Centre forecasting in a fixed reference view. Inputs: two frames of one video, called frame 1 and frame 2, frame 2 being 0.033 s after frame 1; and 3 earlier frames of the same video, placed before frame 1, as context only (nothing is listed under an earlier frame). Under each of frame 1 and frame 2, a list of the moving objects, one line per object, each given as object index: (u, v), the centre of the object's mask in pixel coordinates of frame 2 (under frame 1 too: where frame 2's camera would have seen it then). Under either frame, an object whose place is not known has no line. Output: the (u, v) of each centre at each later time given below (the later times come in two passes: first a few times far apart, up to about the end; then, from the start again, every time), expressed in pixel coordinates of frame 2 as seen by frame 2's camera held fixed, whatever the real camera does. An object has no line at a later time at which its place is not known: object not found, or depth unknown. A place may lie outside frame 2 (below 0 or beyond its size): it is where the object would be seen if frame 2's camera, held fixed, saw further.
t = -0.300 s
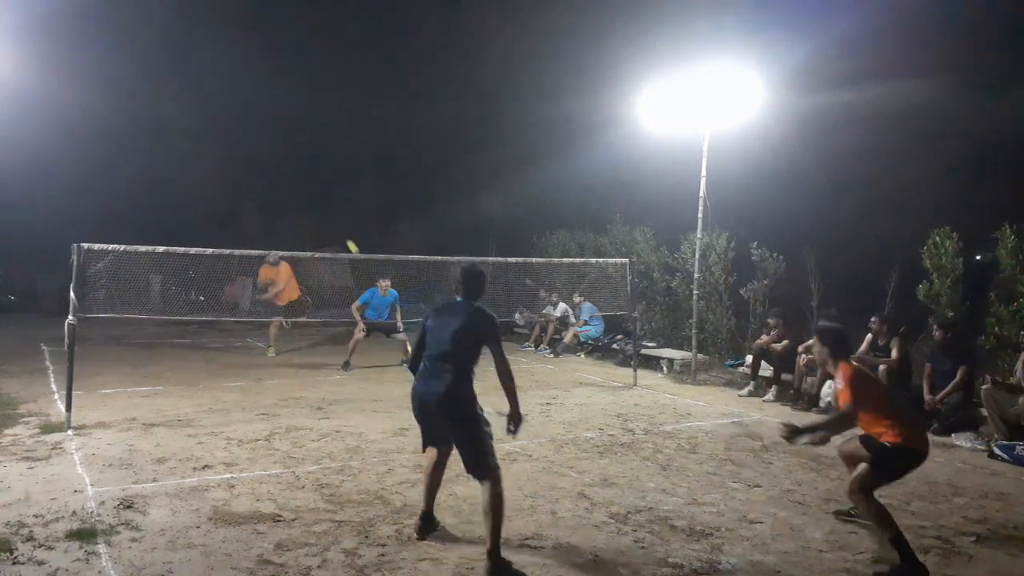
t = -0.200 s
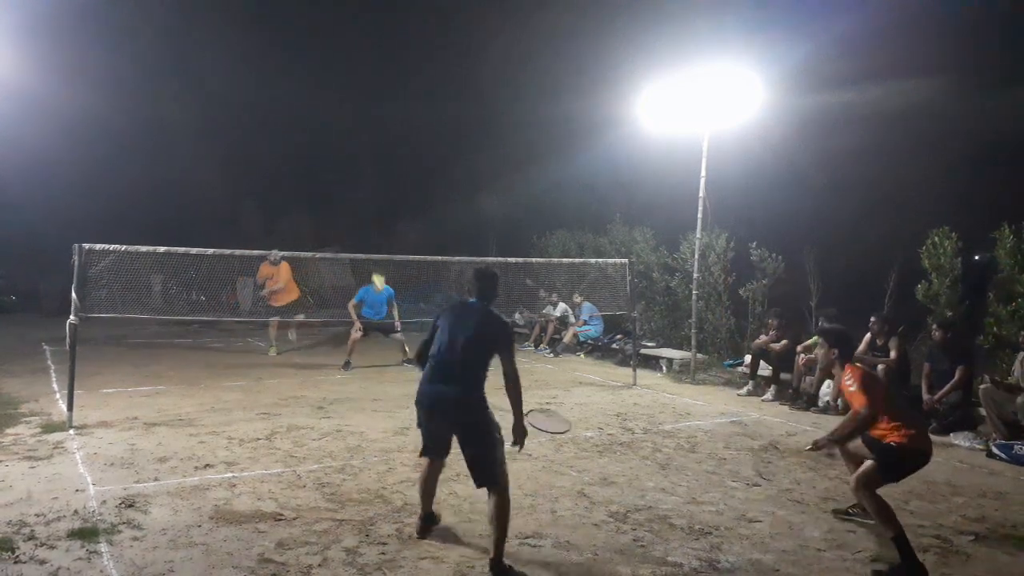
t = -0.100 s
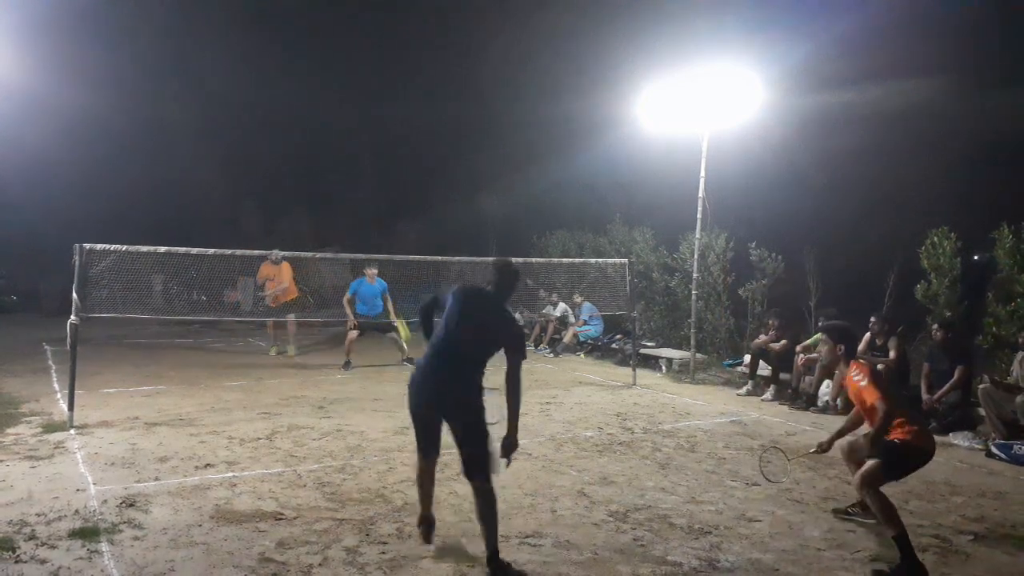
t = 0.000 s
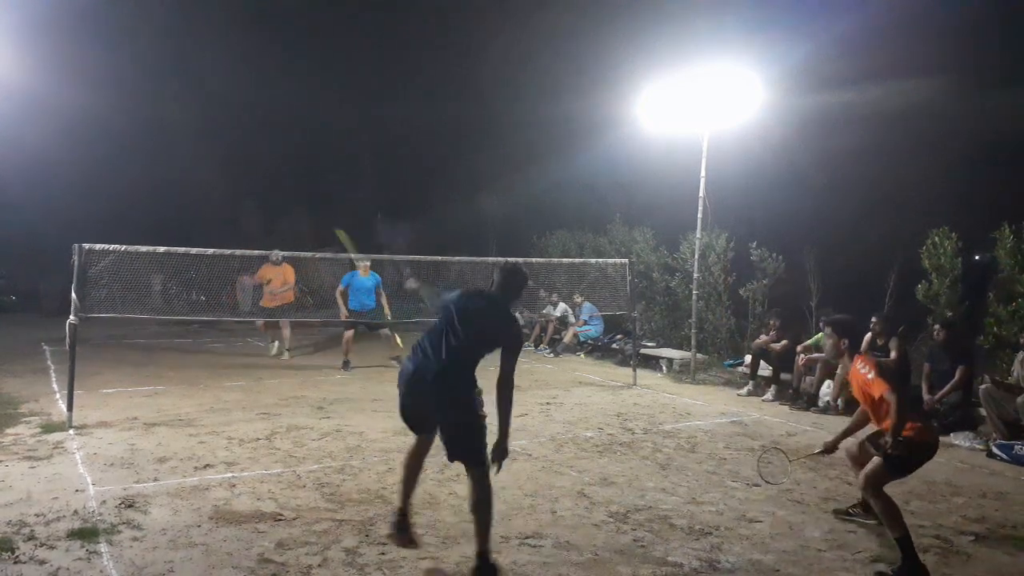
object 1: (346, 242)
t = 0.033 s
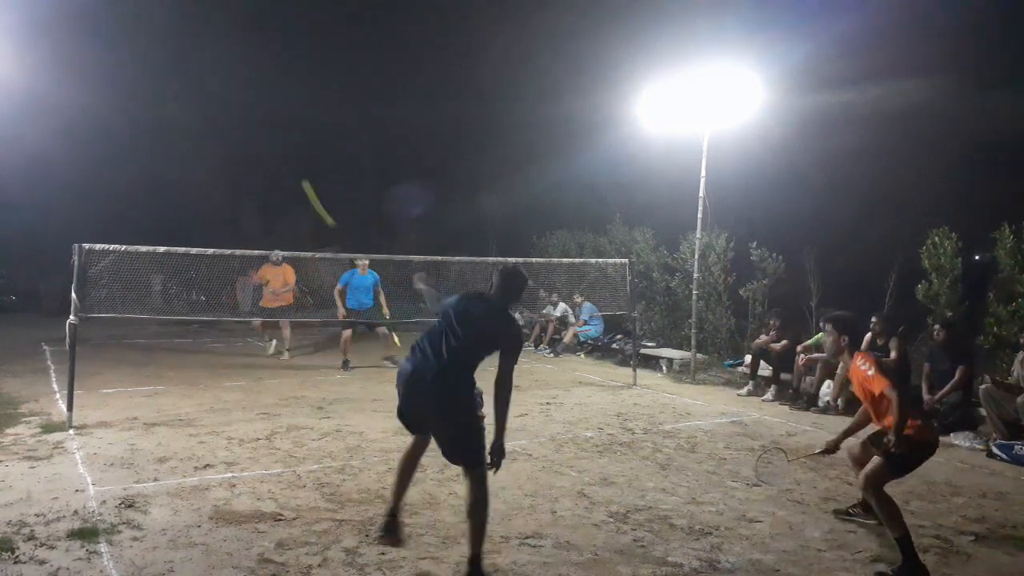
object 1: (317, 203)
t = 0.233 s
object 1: (225, 70)
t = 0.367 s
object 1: (200, 48)
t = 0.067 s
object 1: (293, 161)
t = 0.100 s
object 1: (273, 132)
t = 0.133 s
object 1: (257, 110)
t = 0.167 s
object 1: (244, 93)
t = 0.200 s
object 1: (234, 80)
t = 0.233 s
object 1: (225, 70)
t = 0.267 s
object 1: (218, 62)
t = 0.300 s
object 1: (211, 56)
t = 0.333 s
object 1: (205, 51)
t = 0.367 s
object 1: (200, 48)
